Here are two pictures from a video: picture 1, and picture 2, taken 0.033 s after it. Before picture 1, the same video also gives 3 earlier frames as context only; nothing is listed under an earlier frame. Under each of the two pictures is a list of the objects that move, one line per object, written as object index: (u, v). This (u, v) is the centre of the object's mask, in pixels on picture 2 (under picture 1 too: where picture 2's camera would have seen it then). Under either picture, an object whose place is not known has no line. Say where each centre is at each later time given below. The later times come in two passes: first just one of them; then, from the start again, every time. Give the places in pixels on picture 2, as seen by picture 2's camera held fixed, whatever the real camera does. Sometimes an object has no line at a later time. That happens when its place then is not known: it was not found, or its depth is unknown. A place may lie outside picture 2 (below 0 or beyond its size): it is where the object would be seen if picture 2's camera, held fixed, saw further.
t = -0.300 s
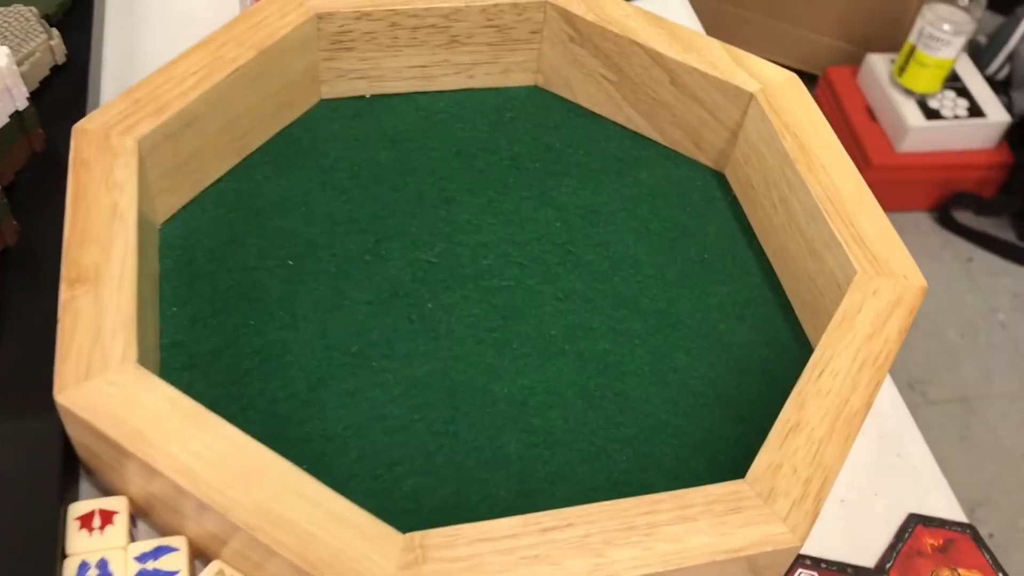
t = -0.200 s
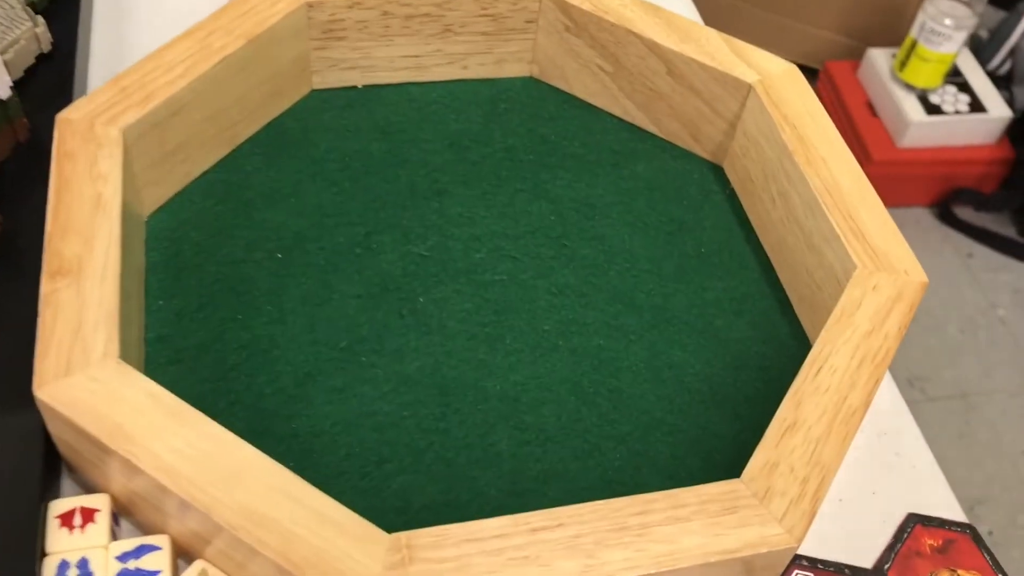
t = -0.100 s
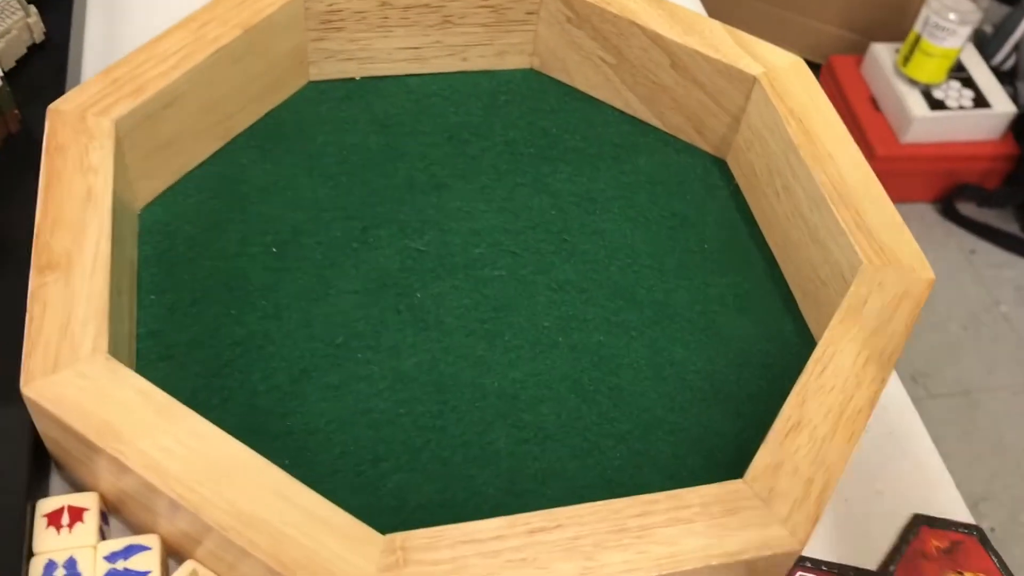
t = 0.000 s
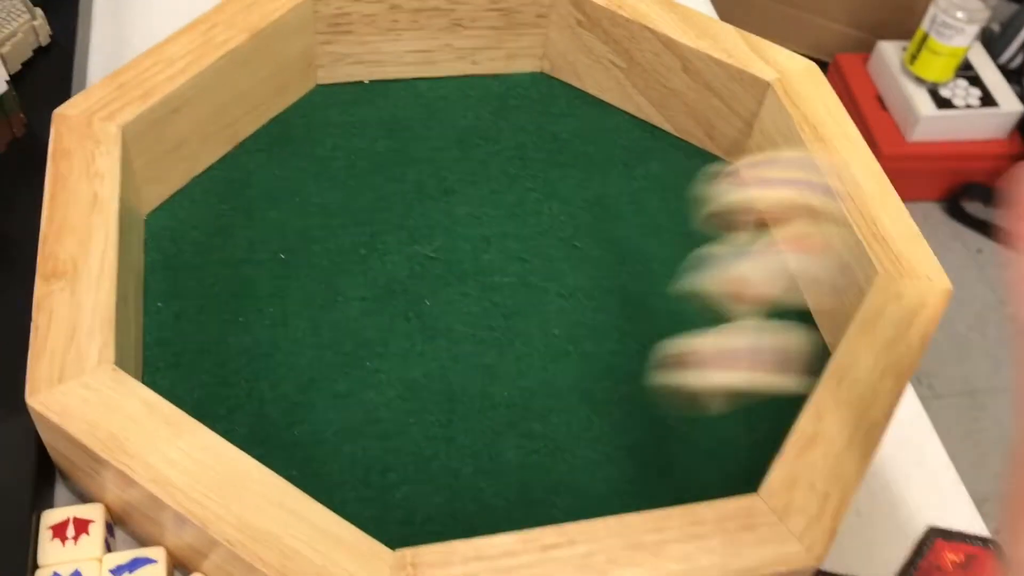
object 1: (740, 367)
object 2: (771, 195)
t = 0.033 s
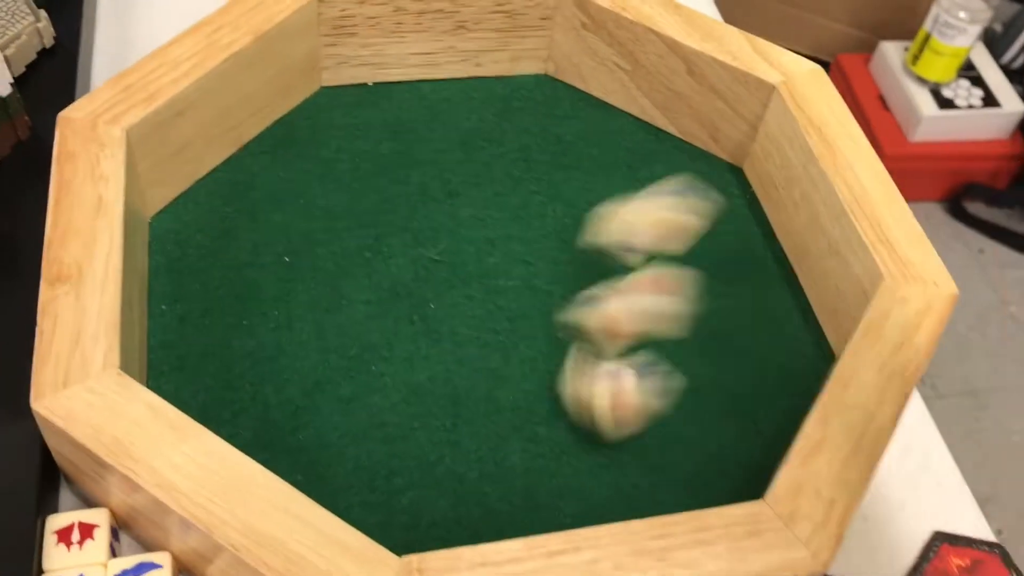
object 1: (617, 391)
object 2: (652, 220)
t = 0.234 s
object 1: (423, 188)
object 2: (426, 89)
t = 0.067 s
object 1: (564, 337)
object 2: (561, 192)
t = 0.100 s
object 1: (522, 293)
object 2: (516, 128)
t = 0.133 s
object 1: (479, 273)
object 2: (471, 83)
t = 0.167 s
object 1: (449, 248)
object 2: (433, 70)
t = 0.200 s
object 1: (435, 208)
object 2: (425, 74)
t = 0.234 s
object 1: (423, 188)
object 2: (426, 89)
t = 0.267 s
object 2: (422, 95)
